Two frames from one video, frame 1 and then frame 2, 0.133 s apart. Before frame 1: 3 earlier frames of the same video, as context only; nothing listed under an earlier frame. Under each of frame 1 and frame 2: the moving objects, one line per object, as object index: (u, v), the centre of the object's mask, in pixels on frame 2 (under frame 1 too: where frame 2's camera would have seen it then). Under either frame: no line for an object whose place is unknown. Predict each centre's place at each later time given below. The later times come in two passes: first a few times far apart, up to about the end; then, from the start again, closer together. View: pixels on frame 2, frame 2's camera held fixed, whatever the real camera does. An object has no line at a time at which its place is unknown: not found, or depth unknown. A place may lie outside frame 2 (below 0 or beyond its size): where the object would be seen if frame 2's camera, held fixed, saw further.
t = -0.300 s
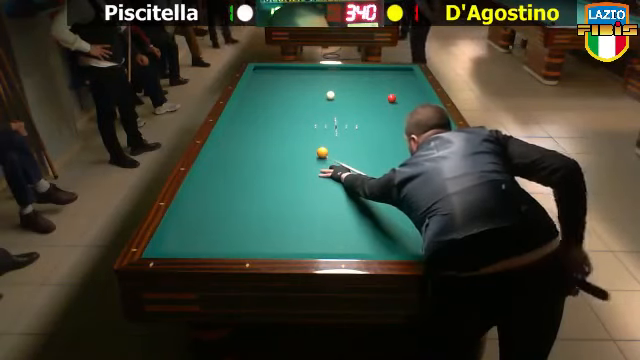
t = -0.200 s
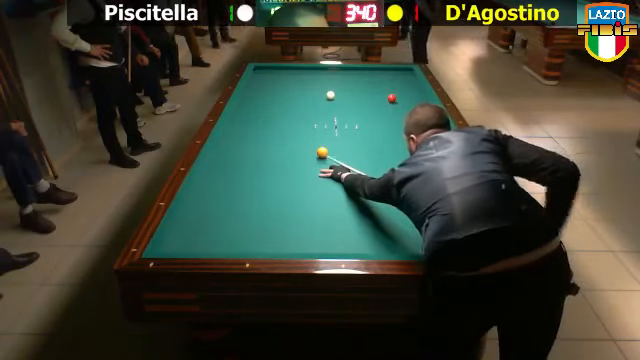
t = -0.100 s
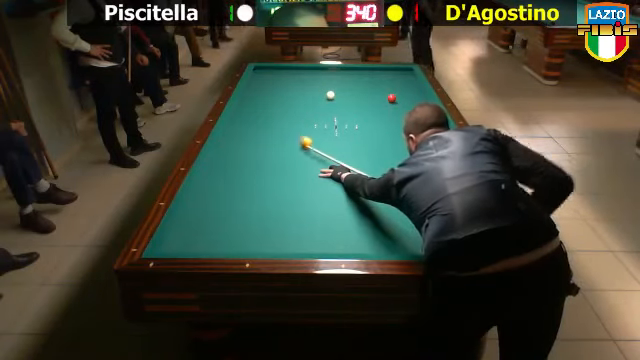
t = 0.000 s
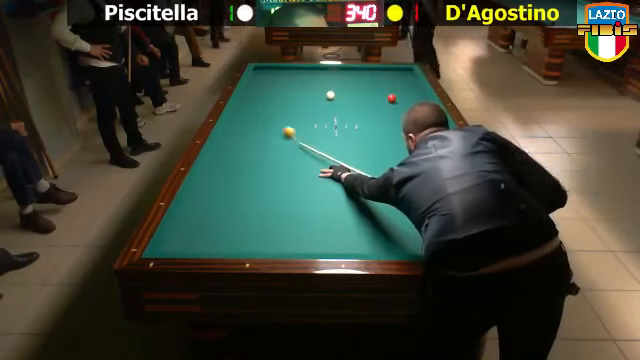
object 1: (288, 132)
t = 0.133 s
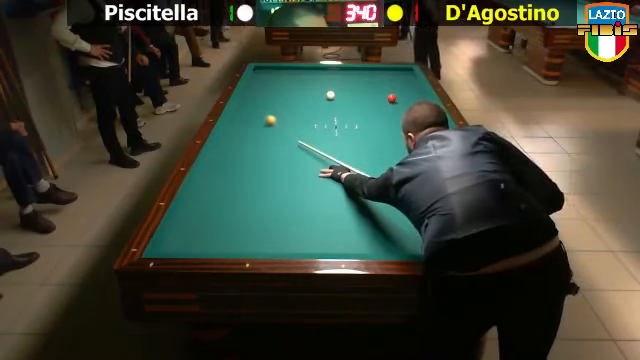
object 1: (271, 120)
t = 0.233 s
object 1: (258, 113)
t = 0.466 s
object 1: (249, 98)
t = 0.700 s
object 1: (267, 89)
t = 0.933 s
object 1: (282, 81)
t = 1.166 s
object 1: (295, 73)
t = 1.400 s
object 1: (305, 69)
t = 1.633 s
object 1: (306, 72)
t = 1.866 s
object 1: (308, 75)
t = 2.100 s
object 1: (309, 80)
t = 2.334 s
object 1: (312, 84)
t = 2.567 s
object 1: (313, 88)
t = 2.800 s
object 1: (315, 92)
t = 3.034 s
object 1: (316, 97)
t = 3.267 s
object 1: (319, 101)
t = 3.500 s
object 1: (321, 106)
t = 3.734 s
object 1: (323, 110)
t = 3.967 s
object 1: (325, 115)
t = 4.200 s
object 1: (327, 120)
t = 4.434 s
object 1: (329, 125)
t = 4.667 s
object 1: (331, 131)
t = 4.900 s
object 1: (334, 135)
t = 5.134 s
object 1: (336, 140)
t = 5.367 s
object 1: (339, 145)
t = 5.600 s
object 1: (341, 152)
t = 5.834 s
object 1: (343, 157)
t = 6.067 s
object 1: (346, 162)
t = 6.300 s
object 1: (348, 168)
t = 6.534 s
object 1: (350, 174)
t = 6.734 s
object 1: (352, 178)
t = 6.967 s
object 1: (355, 184)
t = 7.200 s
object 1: (357, 190)
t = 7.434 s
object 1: (359, 195)
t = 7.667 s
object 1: (361, 201)
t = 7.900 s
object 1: (364, 207)
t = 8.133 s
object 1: (366, 212)
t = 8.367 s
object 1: (368, 218)
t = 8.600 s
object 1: (371, 223)
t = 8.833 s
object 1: (373, 228)
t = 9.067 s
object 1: (375, 233)
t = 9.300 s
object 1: (377, 238)
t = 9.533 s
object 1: (378, 242)
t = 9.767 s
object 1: (380, 246)
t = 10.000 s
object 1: (382, 248)
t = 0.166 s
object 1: (266, 118)
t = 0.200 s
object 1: (262, 115)
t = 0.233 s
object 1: (258, 113)
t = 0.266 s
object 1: (254, 110)
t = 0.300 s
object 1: (251, 108)
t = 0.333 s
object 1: (247, 105)
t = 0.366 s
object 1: (243, 103)
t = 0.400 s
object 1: (242, 101)
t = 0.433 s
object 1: (245, 100)
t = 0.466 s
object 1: (249, 98)
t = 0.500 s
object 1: (252, 97)
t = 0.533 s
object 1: (255, 96)
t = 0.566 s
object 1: (258, 94)
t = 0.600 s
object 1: (260, 93)
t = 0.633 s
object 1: (262, 91)
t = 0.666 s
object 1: (265, 90)
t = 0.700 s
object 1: (267, 89)
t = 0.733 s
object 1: (269, 87)
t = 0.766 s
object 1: (271, 86)
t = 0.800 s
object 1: (274, 85)
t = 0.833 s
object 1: (276, 84)
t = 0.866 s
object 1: (278, 83)
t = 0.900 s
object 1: (280, 82)
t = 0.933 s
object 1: (282, 81)
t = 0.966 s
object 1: (284, 79)
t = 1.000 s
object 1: (286, 78)
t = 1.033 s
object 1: (288, 77)
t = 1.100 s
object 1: (292, 75)
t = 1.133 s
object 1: (294, 74)
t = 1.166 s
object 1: (295, 73)
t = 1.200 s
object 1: (298, 72)
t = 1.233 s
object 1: (299, 71)
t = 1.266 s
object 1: (301, 70)
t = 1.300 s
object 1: (303, 69)
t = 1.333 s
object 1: (304, 68)
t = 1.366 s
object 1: (305, 68)
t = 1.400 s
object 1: (305, 69)
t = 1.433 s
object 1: (305, 70)
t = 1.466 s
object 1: (305, 70)
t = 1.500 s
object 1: (306, 70)
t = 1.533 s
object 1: (306, 71)
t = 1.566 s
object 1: (306, 72)
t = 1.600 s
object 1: (306, 72)
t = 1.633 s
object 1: (306, 72)
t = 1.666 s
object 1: (307, 73)
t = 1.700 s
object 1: (307, 73)
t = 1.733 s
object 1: (307, 74)
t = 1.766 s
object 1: (307, 74)
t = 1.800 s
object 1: (307, 75)
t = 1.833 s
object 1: (307, 75)
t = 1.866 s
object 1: (308, 75)
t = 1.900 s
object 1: (308, 76)
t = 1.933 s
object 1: (308, 77)
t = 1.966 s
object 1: (308, 77)
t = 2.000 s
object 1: (309, 78)
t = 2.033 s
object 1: (309, 79)
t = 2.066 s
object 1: (309, 80)
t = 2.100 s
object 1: (309, 80)
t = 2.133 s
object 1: (310, 81)
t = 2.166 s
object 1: (310, 81)
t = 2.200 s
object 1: (310, 82)
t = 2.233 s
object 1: (310, 82)
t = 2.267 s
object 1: (311, 83)
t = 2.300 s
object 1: (311, 84)
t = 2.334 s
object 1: (312, 84)
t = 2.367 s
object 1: (312, 85)
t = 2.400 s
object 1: (312, 85)
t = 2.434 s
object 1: (312, 86)
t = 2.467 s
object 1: (313, 87)
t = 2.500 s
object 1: (313, 87)
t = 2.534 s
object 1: (313, 88)
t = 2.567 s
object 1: (313, 88)
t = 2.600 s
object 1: (314, 89)
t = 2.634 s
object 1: (314, 89)
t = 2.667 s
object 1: (315, 90)
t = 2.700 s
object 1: (315, 91)
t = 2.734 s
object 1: (315, 91)
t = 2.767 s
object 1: (315, 92)
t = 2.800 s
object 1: (315, 92)
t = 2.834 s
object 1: (316, 93)
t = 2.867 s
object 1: (316, 94)
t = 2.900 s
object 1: (316, 95)
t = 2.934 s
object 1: (316, 95)
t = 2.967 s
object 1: (316, 96)
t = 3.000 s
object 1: (316, 96)
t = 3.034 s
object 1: (316, 97)
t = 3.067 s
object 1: (317, 98)
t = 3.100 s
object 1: (317, 98)
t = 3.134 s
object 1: (318, 99)
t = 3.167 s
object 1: (318, 100)
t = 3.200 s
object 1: (318, 100)
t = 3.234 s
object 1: (318, 101)
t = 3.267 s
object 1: (319, 101)
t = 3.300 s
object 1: (319, 102)
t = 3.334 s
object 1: (319, 102)
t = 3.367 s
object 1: (320, 103)
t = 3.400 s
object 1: (320, 103)
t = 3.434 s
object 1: (320, 104)
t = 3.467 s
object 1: (321, 105)
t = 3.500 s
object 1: (321, 106)
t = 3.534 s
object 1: (321, 106)
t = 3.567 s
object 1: (322, 107)
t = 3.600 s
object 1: (322, 108)
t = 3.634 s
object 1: (322, 109)
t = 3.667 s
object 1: (323, 109)
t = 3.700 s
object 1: (323, 110)
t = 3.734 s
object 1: (323, 110)
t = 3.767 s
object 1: (323, 111)
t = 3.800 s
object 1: (323, 112)
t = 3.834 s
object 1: (324, 112)
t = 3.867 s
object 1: (324, 113)
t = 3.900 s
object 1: (324, 113)
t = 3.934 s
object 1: (324, 115)
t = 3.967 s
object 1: (325, 115)
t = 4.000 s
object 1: (325, 116)
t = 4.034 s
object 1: (325, 117)
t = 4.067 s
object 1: (326, 118)
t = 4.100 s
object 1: (326, 118)
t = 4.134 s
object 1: (326, 119)
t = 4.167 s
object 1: (326, 120)
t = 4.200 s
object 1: (327, 120)
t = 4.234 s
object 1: (327, 121)
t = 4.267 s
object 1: (327, 122)
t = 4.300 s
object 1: (328, 122)
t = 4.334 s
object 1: (328, 123)
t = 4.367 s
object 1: (328, 124)
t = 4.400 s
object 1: (329, 124)
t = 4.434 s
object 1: (329, 125)
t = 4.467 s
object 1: (329, 126)
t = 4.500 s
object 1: (330, 127)
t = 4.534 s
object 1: (330, 127)
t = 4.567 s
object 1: (330, 128)
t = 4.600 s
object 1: (330, 129)
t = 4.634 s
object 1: (331, 129)
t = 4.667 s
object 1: (331, 131)
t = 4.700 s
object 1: (332, 131)
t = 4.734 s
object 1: (332, 132)
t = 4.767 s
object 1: (332, 133)
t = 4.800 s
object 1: (332, 133)
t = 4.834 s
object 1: (333, 134)
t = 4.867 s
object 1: (333, 135)
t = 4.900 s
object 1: (334, 135)
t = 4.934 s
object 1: (334, 136)
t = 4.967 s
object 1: (334, 137)
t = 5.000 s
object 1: (335, 138)
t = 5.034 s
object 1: (335, 138)
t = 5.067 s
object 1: (335, 139)
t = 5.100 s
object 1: (336, 140)
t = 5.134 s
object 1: (336, 140)
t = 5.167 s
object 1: (336, 141)
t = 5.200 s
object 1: (337, 142)
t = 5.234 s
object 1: (337, 142)
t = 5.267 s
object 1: (337, 143)
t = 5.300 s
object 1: (338, 144)
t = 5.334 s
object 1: (338, 145)
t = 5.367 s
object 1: (339, 145)
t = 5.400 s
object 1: (339, 146)
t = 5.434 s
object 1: (339, 147)
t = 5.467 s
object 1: (340, 148)
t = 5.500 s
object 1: (340, 149)
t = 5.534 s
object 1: (340, 150)
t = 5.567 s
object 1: (341, 151)
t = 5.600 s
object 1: (341, 152)
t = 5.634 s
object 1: (341, 152)
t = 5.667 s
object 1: (342, 153)
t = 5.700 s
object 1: (342, 154)
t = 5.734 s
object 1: (342, 154)
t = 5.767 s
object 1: (343, 155)
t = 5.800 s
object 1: (343, 156)
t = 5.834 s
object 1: (343, 157)
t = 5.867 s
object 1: (344, 158)
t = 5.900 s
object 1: (344, 158)
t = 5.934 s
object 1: (344, 159)
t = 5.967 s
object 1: (344, 160)
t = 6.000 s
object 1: (345, 161)
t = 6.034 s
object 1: (345, 162)
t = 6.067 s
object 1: (346, 162)
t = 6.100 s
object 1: (346, 163)
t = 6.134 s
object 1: (346, 164)
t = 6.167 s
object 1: (347, 165)
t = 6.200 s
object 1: (347, 166)
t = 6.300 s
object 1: (348, 168)
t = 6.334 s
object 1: (348, 169)
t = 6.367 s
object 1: (348, 170)
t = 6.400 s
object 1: (349, 170)
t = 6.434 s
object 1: (349, 171)
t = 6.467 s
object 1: (350, 172)
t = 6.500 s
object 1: (350, 173)
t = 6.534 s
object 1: (350, 174)
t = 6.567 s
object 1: (351, 174)
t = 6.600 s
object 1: (351, 175)
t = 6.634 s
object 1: (351, 176)
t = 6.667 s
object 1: (351, 177)
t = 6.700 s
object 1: (352, 178)
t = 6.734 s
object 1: (352, 178)
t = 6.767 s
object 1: (353, 179)
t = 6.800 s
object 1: (353, 180)
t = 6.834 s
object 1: (353, 181)
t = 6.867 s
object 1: (353, 181)
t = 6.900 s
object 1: (354, 182)
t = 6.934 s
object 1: (354, 183)
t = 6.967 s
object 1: (355, 184)
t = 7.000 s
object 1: (355, 185)
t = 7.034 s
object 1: (355, 185)
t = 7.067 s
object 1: (355, 186)
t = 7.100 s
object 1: (356, 187)
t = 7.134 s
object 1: (356, 188)
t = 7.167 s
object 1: (357, 189)
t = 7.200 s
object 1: (357, 190)
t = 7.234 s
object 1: (357, 190)
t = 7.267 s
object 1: (358, 191)
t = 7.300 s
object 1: (358, 192)
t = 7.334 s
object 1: (358, 193)
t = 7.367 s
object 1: (359, 194)
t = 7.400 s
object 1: (359, 195)
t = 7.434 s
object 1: (359, 195)
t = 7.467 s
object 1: (360, 196)
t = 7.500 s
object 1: (360, 197)
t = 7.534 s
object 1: (360, 198)
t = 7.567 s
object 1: (361, 199)
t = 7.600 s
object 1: (361, 200)
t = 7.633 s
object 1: (361, 200)
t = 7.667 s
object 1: (361, 201)
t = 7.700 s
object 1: (361, 202)
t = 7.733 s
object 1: (362, 202)
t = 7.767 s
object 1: (362, 203)
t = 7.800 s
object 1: (363, 204)
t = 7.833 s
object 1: (363, 205)
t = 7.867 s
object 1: (363, 206)
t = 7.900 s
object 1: (364, 207)
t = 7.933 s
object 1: (364, 207)
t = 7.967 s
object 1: (364, 208)
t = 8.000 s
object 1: (365, 209)
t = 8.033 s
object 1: (365, 210)
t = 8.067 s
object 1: (365, 211)
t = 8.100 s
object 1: (365, 211)
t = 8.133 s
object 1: (366, 212)
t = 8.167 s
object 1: (367, 213)
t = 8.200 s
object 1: (367, 214)
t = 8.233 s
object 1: (367, 215)
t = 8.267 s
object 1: (367, 215)
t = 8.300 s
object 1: (368, 216)
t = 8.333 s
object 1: (368, 217)
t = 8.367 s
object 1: (368, 218)
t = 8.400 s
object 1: (369, 218)
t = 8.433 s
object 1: (369, 219)
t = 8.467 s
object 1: (369, 220)
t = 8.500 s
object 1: (370, 221)
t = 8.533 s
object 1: (370, 222)
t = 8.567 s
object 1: (370, 222)
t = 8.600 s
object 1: (371, 223)
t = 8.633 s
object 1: (371, 223)
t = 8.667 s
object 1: (371, 224)
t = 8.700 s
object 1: (372, 225)
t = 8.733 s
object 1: (372, 226)
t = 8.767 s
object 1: (372, 227)
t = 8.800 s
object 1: (372, 227)
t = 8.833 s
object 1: (373, 228)
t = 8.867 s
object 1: (373, 229)
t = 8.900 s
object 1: (373, 230)
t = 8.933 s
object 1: (374, 230)
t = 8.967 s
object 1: (374, 231)
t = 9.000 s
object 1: (374, 232)
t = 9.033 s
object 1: (374, 232)
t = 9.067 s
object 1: (375, 233)
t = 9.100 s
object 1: (375, 234)
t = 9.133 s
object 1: (376, 235)
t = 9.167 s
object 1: (376, 235)
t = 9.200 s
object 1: (376, 236)
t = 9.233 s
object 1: (376, 237)
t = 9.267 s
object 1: (377, 238)
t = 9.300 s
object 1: (377, 238)
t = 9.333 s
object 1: (377, 239)
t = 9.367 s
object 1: (377, 240)
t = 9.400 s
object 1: (377, 240)
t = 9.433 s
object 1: (378, 241)
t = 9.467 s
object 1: (378, 242)
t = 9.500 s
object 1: (378, 242)
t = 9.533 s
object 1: (378, 242)
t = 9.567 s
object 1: (378, 243)
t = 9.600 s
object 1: (379, 244)
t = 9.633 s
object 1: (379, 244)
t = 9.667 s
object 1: (379, 244)
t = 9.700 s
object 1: (380, 245)
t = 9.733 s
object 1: (380, 246)
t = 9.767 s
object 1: (380, 246)
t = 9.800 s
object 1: (381, 247)
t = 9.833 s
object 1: (381, 247)
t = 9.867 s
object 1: (381, 248)
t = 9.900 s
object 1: (382, 248)
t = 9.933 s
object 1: (382, 249)
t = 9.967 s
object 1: (382, 249)
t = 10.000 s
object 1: (382, 248)
